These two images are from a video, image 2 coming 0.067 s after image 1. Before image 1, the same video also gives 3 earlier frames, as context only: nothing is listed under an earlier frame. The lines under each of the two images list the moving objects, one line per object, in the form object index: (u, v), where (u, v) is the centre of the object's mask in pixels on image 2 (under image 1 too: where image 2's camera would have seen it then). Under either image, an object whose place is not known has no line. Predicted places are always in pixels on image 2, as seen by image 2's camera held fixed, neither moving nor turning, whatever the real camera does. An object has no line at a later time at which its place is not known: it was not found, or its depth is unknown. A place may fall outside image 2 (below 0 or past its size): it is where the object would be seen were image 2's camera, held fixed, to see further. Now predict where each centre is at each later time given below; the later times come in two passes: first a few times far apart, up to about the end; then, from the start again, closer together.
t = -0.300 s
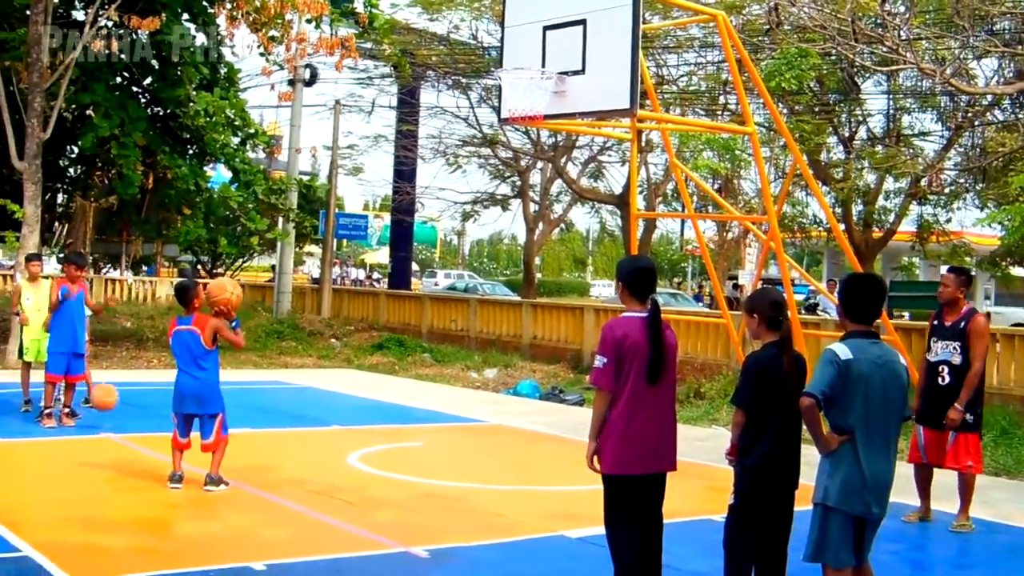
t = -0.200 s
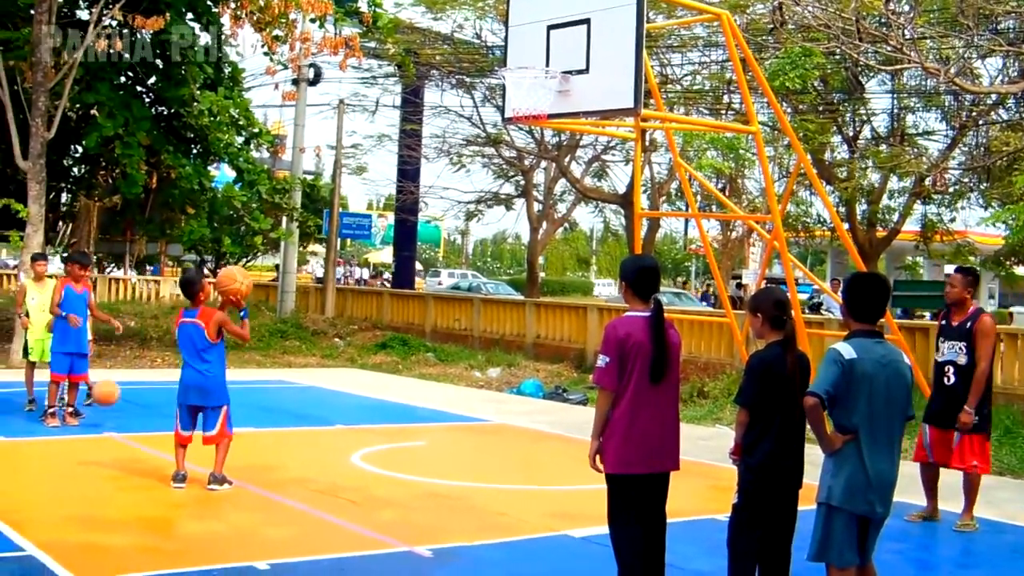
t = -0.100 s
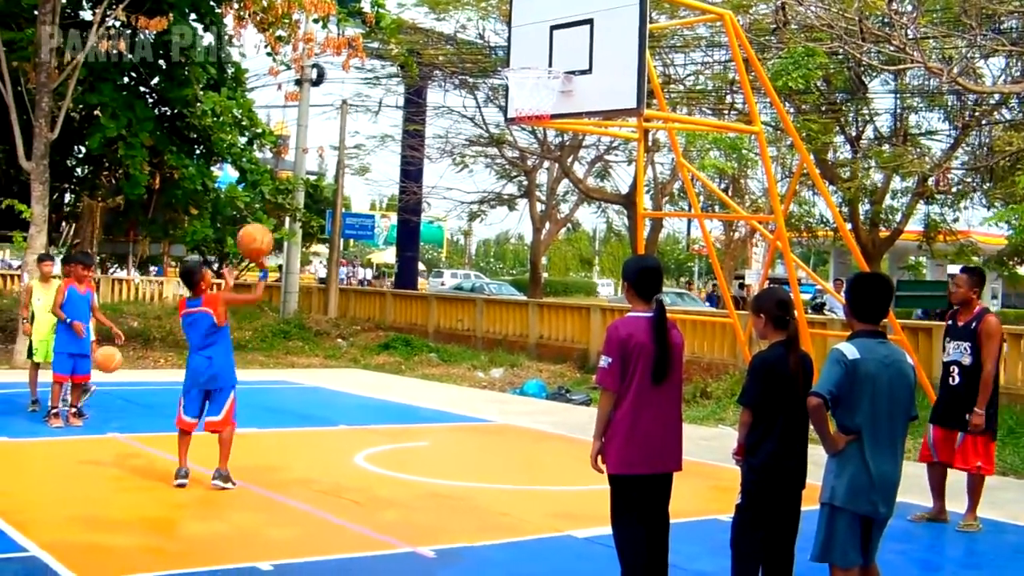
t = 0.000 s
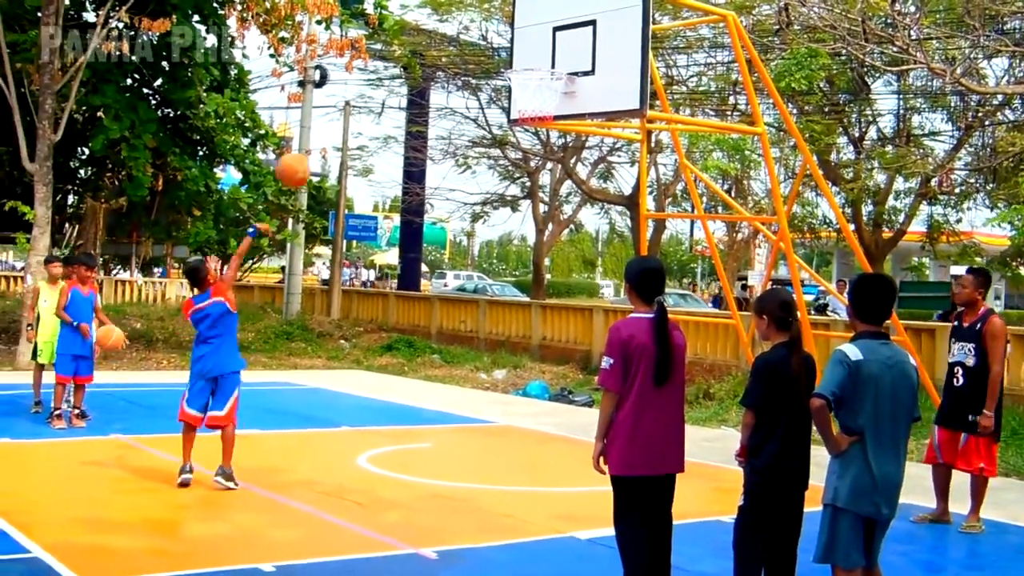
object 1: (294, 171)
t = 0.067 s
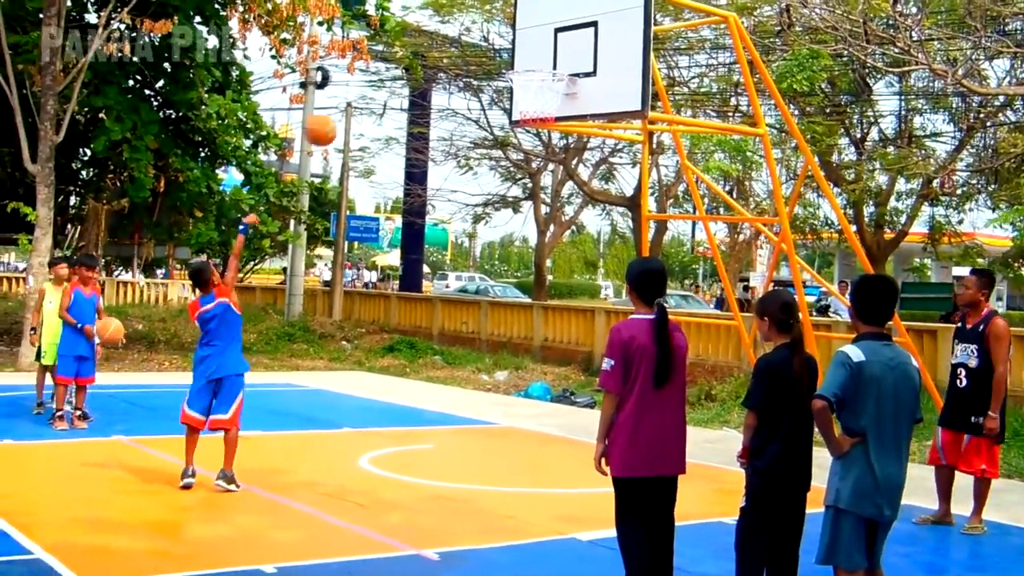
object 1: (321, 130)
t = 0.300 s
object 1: (400, 39)
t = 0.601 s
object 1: (488, 34)
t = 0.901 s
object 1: (545, 84)
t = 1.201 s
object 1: (537, 112)
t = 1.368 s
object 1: (522, 161)
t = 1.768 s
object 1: (479, 422)
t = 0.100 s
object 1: (331, 112)
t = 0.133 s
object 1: (343, 96)
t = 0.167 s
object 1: (355, 81)
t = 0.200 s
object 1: (367, 68)
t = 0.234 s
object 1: (378, 57)
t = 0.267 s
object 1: (389, 47)
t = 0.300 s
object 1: (400, 39)
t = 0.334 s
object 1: (410, 33)
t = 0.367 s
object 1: (420, 28)
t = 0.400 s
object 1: (431, 25)
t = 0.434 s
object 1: (441, 23)
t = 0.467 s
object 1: (450, 22)
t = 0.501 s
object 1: (460, 23)
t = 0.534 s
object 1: (469, 25)
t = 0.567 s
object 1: (479, 29)
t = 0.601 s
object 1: (488, 34)
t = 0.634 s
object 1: (496, 41)
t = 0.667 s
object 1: (505, 49)
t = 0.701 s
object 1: (514, 57)
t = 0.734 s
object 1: (521, 60)
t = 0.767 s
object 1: (528, 65)
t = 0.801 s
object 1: (534, 72)
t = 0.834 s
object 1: (540, 78)
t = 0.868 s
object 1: (542, 80)
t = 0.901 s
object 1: (545, 84)
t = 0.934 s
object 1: (547, 89)
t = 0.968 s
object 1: (549, 94)
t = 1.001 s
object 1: (550, 98)
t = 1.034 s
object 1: (550, 98)
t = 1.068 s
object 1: (547, 99)
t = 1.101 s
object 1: (544, 101)
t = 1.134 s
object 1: (542, 104)
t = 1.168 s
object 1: (539, 108)
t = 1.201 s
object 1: (537, 112)
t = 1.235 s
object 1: (534, 119)
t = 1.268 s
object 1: (531, 127)
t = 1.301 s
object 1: (528, 137)
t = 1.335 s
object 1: (525, 149)
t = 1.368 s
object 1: (522, 161)
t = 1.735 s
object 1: (483, 392)
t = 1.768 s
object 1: (479, 422)
